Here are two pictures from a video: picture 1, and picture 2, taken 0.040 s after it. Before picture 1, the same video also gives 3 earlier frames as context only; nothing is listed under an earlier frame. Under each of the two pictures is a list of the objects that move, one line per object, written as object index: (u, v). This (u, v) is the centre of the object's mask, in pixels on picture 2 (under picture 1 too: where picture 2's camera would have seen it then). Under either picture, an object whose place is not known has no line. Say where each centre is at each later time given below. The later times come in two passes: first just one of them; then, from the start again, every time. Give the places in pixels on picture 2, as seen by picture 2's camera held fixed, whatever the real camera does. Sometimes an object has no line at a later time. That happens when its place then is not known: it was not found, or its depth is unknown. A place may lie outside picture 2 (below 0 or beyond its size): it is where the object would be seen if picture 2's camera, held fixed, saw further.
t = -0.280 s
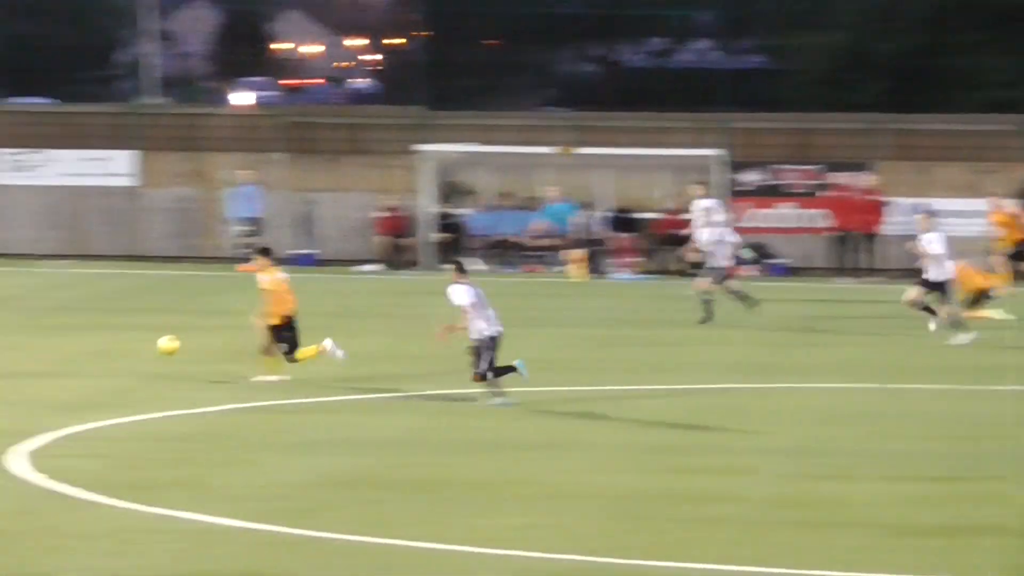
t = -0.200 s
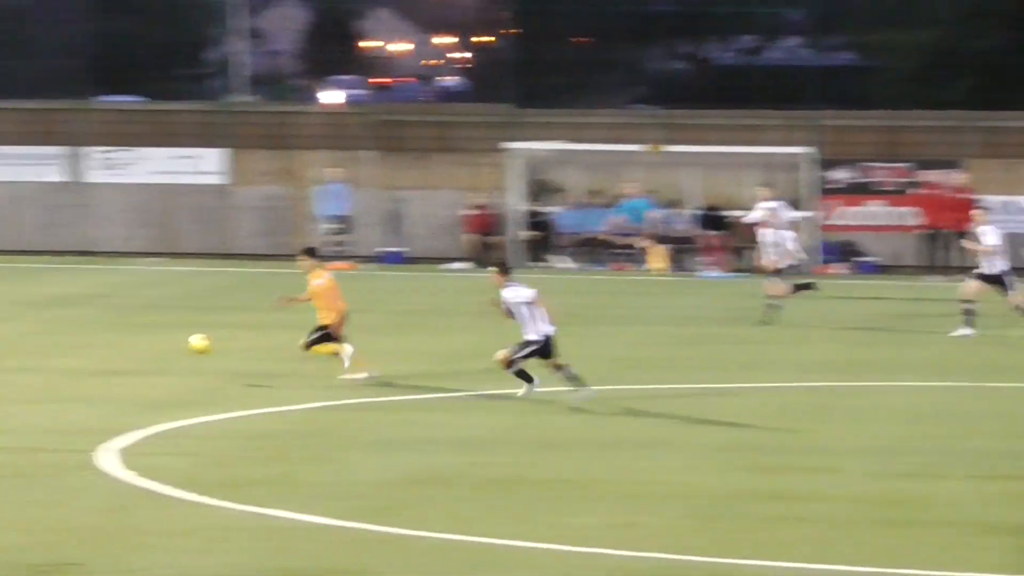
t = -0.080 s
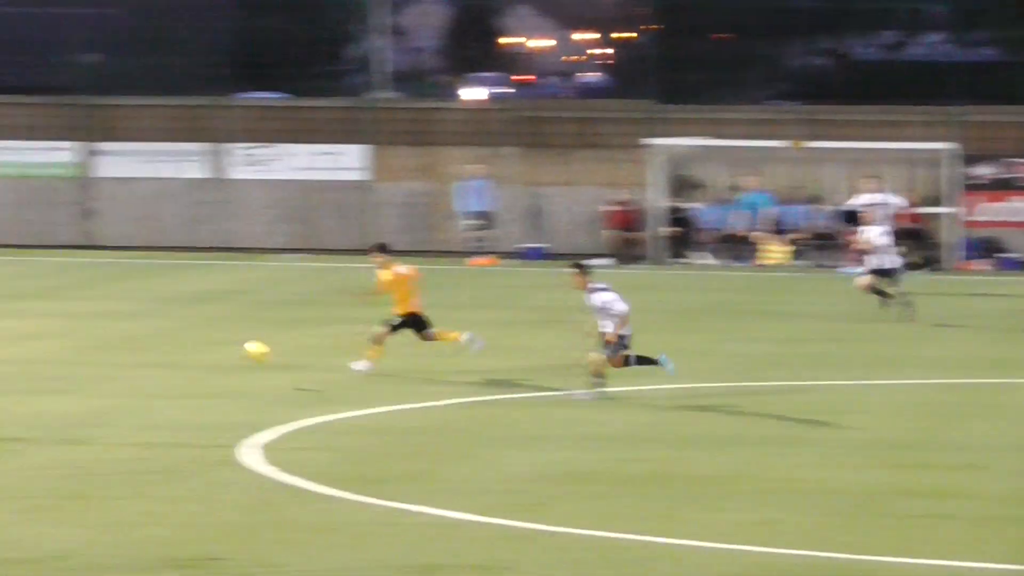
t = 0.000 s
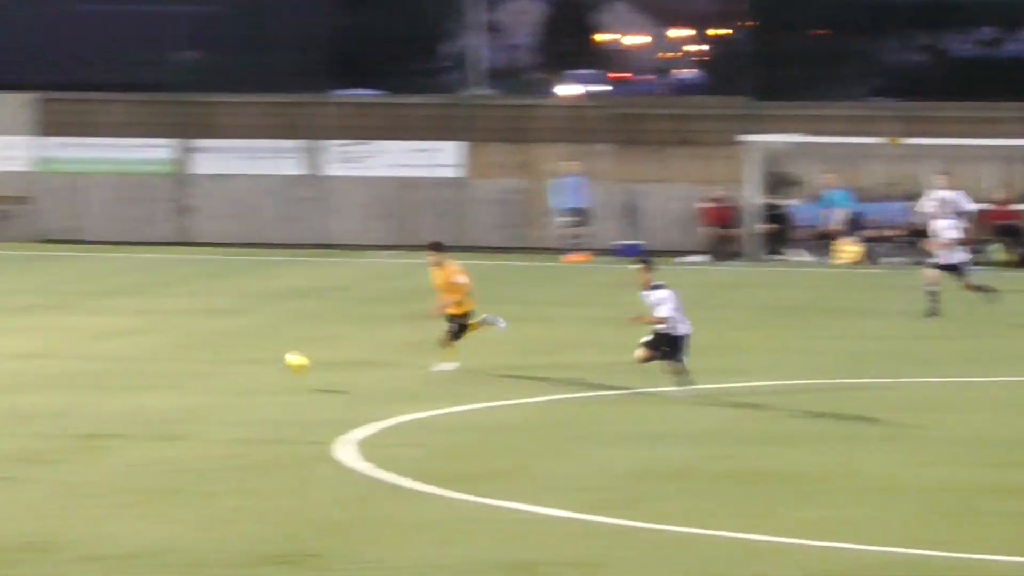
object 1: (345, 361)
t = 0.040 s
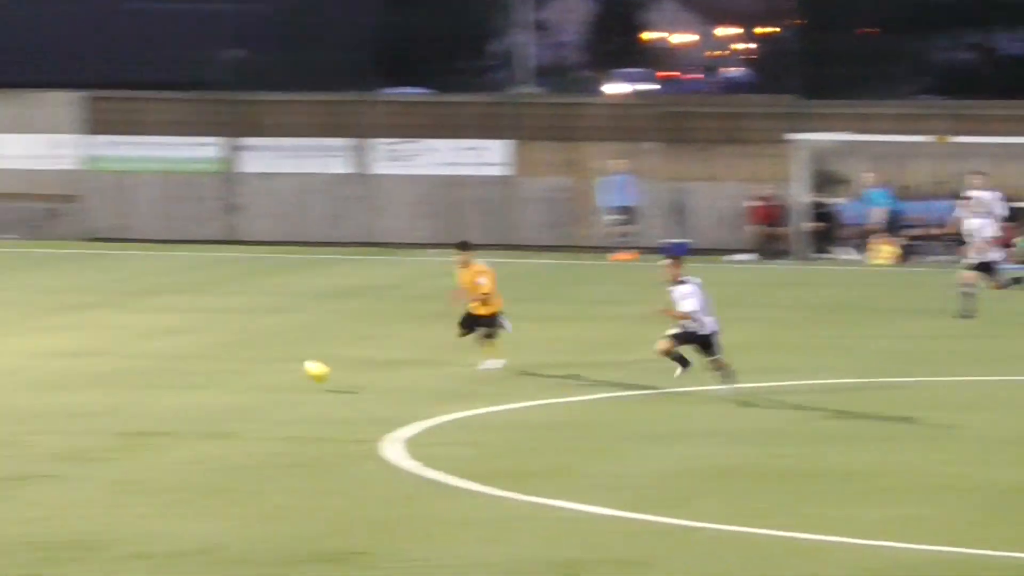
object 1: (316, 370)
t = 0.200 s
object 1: (223, 374)
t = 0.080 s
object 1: (289, 382)
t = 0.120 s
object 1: (264, 380)
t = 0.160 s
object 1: (243, 376)
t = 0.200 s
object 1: (223, 374)
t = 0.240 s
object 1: (203, 374)
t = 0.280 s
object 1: (182, 374)
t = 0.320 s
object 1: (161, 377)
